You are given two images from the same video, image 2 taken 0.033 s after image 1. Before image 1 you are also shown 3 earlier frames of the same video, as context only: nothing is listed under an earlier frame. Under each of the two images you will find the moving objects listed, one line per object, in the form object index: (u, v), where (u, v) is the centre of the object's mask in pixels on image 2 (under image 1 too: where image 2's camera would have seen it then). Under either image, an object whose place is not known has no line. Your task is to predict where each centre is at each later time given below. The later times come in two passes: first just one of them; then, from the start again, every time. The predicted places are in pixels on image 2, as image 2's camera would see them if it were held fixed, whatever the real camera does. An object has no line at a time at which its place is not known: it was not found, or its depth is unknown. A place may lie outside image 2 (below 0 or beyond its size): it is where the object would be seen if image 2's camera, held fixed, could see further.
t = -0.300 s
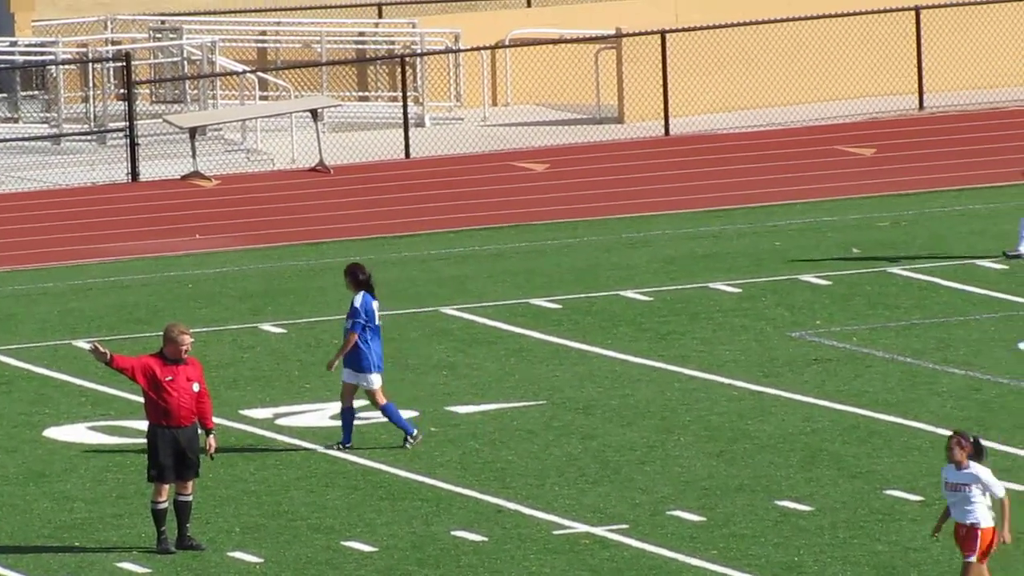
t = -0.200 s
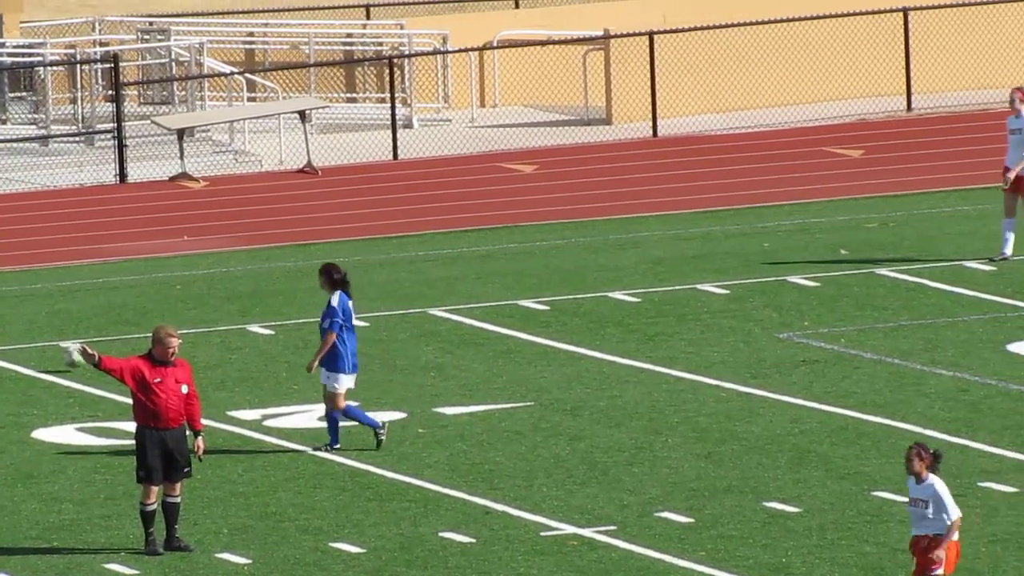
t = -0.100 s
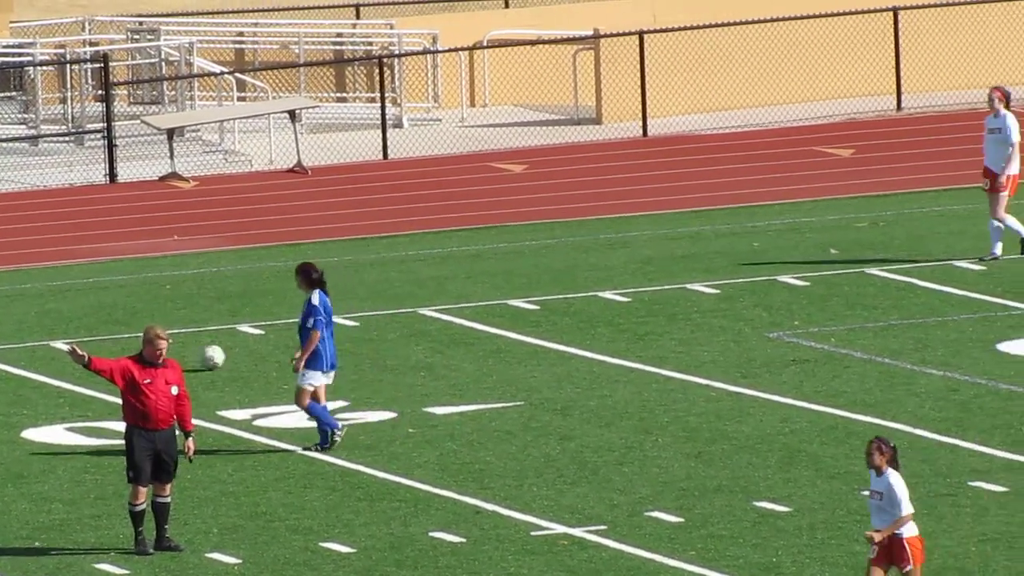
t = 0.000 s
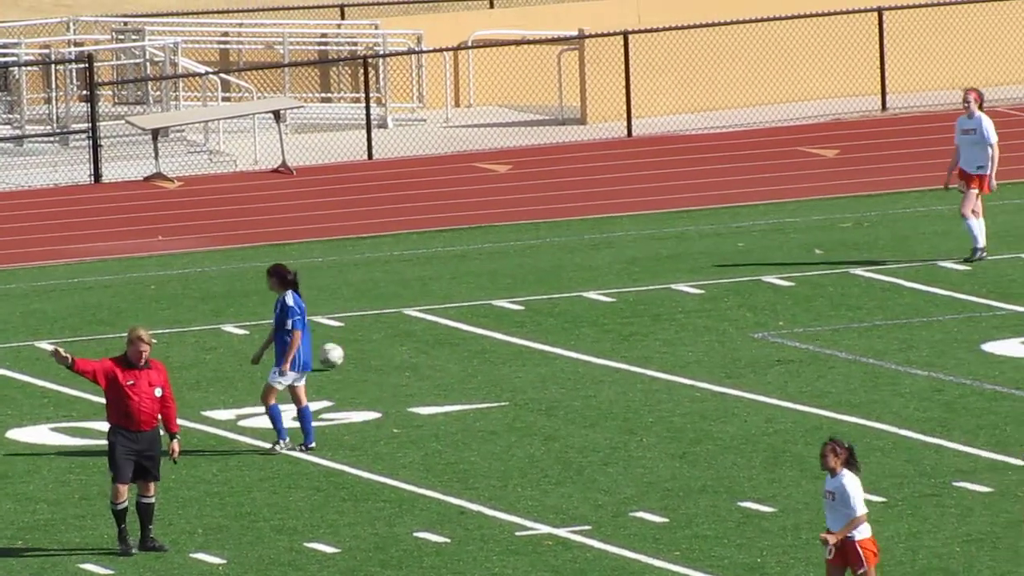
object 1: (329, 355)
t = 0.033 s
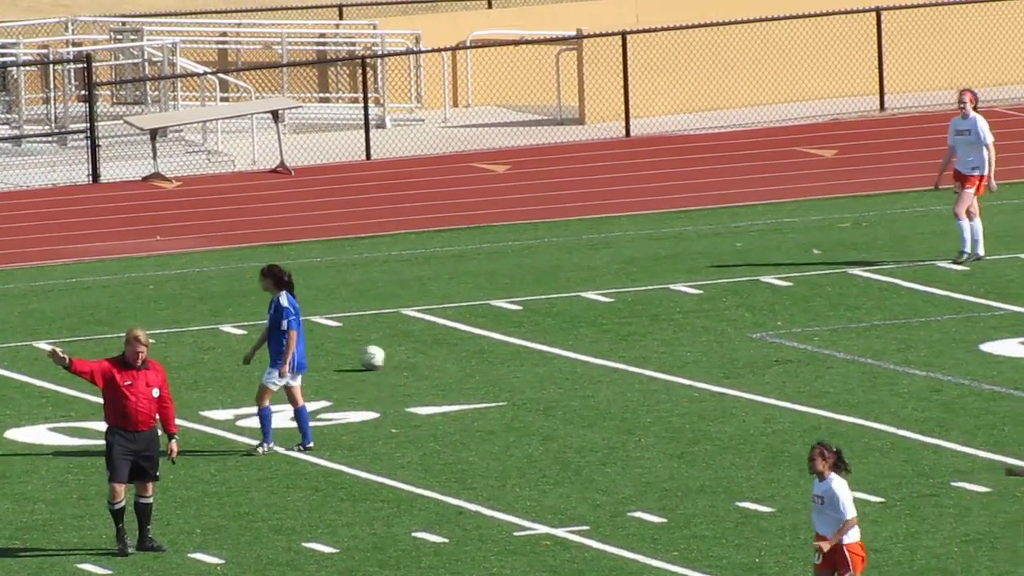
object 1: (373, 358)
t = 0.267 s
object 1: (644, 359)
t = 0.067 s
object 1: (415, 359)
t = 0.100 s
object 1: (455, 359)
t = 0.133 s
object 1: (493, 358)
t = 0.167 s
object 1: (532, 358)
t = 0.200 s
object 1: (569, 358)
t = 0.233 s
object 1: (607, 359)
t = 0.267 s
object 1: (644, 359)
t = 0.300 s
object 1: (677, 359)
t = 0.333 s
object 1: (710, 358)
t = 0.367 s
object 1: (743, 358)
